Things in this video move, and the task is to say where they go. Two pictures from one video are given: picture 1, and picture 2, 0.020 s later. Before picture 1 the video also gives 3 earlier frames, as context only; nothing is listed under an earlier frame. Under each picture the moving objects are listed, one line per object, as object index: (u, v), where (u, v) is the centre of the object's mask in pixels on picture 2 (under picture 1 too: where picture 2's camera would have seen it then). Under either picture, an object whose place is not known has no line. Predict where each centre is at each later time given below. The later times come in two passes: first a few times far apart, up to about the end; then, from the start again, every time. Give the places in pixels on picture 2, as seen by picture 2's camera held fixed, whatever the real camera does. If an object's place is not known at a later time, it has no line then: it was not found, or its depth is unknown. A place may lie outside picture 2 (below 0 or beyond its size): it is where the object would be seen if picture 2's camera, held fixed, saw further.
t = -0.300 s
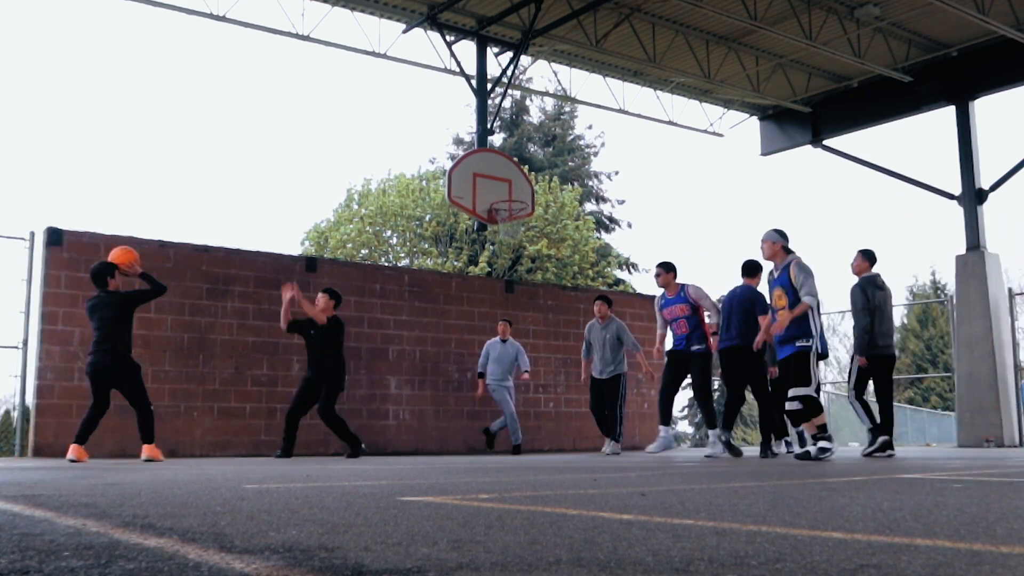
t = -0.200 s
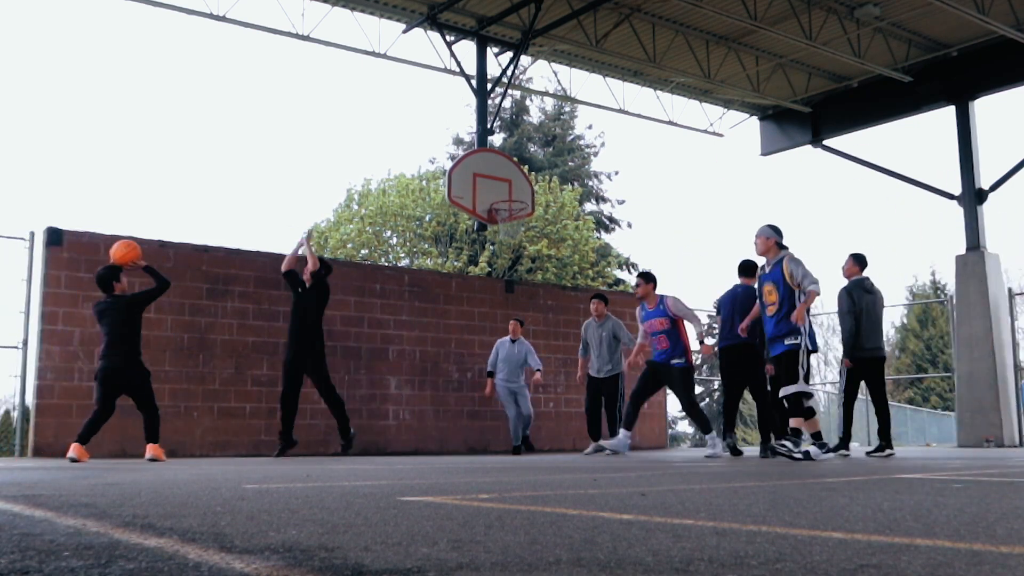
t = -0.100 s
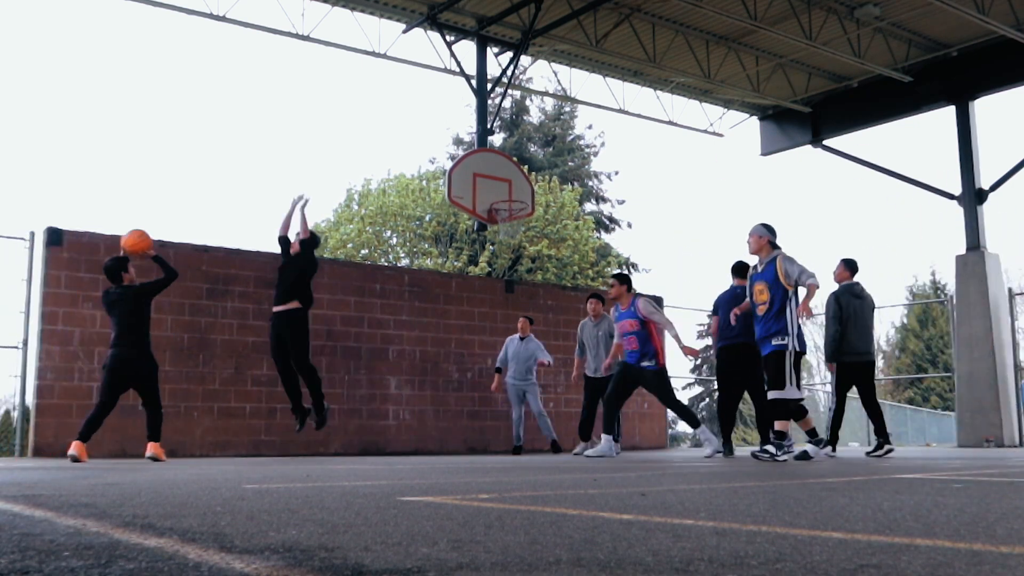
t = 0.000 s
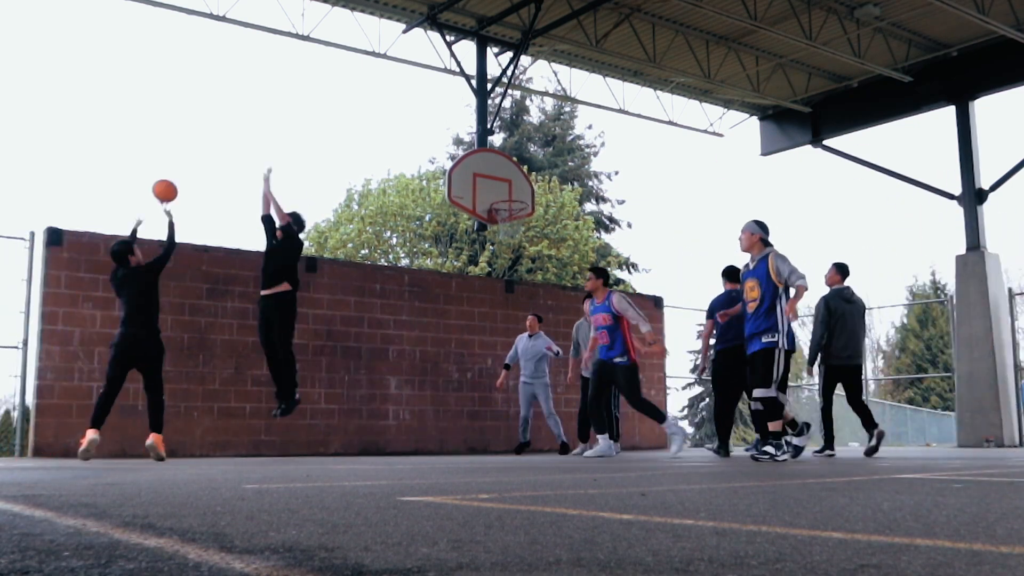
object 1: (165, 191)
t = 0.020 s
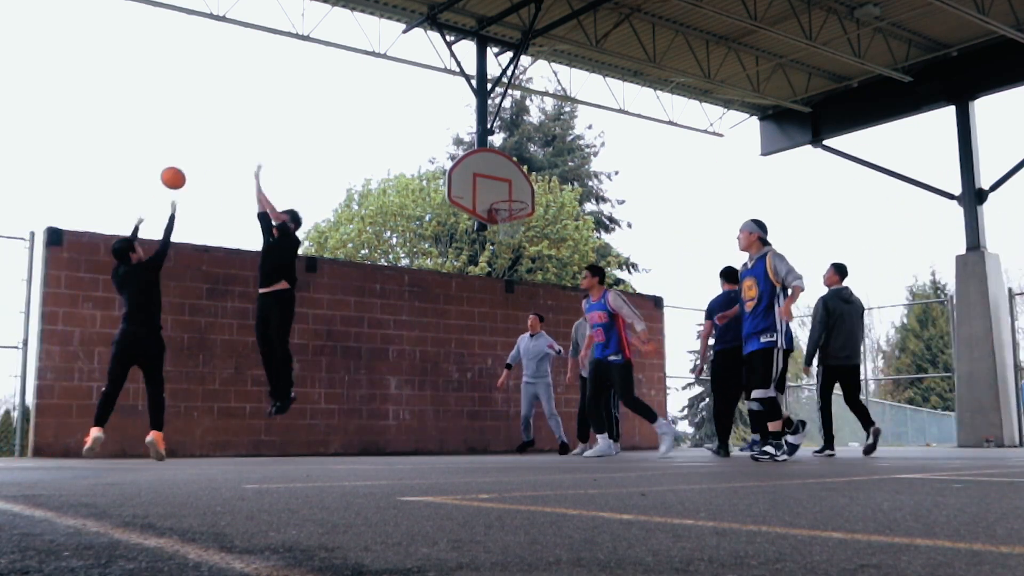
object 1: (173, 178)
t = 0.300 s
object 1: (274, 63)
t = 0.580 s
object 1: (354, 39)
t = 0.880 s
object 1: (424, 85)
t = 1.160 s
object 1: (480, 182)
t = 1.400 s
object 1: (528, 169)
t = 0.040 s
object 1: (181, 166)
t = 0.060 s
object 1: (189, 154)
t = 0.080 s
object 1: (197, 144)
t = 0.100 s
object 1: (204, 133)
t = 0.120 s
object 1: (212, 124)
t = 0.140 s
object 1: (219, 115)
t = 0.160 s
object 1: (227, 107)
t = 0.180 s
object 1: (234, 99)
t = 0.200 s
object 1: (241, 92)
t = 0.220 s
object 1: (247, 85)
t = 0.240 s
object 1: (254, 79)
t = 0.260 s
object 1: (261, 73)
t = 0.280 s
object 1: (267, 68)
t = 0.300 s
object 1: (274, 63)
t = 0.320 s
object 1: (280, 59)
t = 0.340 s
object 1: (286, 55)
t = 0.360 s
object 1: (293, 51)
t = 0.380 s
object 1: (299, 48)
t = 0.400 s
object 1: (304, 46)
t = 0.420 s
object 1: (310, 43)
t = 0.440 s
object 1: (316, 42)
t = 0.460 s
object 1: (322, 40)
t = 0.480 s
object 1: (327, 39)
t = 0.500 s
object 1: (333, 38)
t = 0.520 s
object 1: (338, 38)
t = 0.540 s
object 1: (344, 38)
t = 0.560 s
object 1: (348, 39)
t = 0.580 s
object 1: (354, 39)
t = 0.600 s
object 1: (359, 40)
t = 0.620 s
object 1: (364, 41)
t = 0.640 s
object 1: (369, 43)
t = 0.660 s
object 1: (374, 45)
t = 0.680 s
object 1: (379, 47)
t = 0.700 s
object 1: (383, 49)
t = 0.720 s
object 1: (388, 52)
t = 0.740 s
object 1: (393, 55)
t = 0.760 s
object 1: (397, 59)
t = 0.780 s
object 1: (402, 63)
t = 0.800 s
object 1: (406, 67)
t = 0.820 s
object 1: (411, 71)
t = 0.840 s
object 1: (415, 75)
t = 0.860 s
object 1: (420, 80)
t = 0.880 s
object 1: (424, 85)
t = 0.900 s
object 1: (428, 91)
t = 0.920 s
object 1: (432, 96)
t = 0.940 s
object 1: (436, 102)
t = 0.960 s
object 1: (441, 108)
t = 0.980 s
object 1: (445, 115)
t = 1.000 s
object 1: (449, 122)
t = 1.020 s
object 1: (453, 129)
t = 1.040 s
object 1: (457, 136)
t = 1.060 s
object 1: (461, 144)
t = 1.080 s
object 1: (465, 150)
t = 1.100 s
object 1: (468, 159)
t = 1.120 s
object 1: (472, 167)
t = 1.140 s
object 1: (475, 175)
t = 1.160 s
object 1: (480, 182)
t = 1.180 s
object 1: (483, 187)
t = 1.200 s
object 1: (488, 194)
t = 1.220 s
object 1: (492, 199)
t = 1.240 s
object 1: (496, 195)
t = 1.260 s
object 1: (501, 191)
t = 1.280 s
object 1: (504, 187)
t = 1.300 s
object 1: (508, 184)
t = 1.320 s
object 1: (512, 180)
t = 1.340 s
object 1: (517, 176)
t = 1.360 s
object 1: (520, 174)
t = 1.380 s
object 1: (524, 171)
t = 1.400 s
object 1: (528, 169)
